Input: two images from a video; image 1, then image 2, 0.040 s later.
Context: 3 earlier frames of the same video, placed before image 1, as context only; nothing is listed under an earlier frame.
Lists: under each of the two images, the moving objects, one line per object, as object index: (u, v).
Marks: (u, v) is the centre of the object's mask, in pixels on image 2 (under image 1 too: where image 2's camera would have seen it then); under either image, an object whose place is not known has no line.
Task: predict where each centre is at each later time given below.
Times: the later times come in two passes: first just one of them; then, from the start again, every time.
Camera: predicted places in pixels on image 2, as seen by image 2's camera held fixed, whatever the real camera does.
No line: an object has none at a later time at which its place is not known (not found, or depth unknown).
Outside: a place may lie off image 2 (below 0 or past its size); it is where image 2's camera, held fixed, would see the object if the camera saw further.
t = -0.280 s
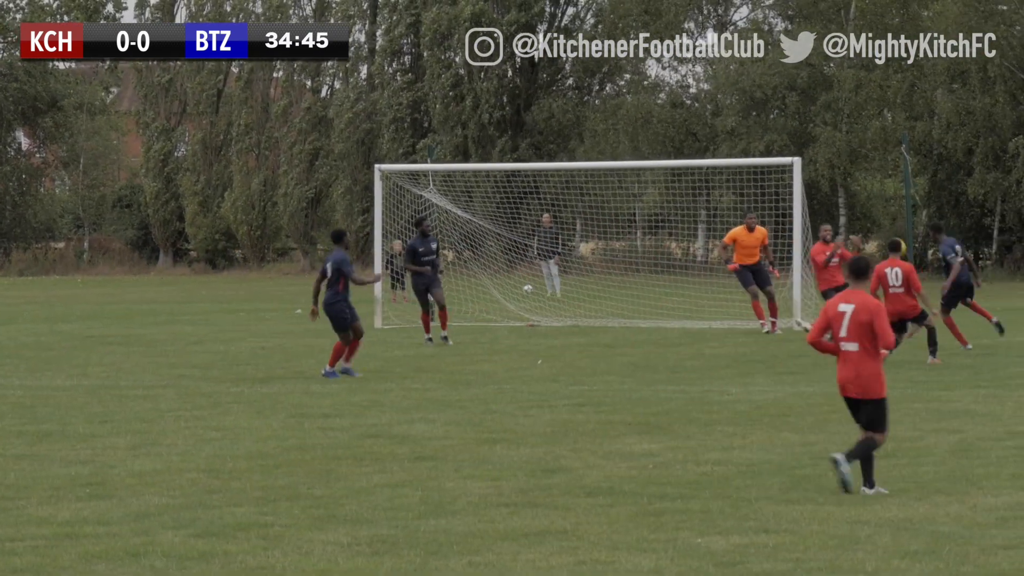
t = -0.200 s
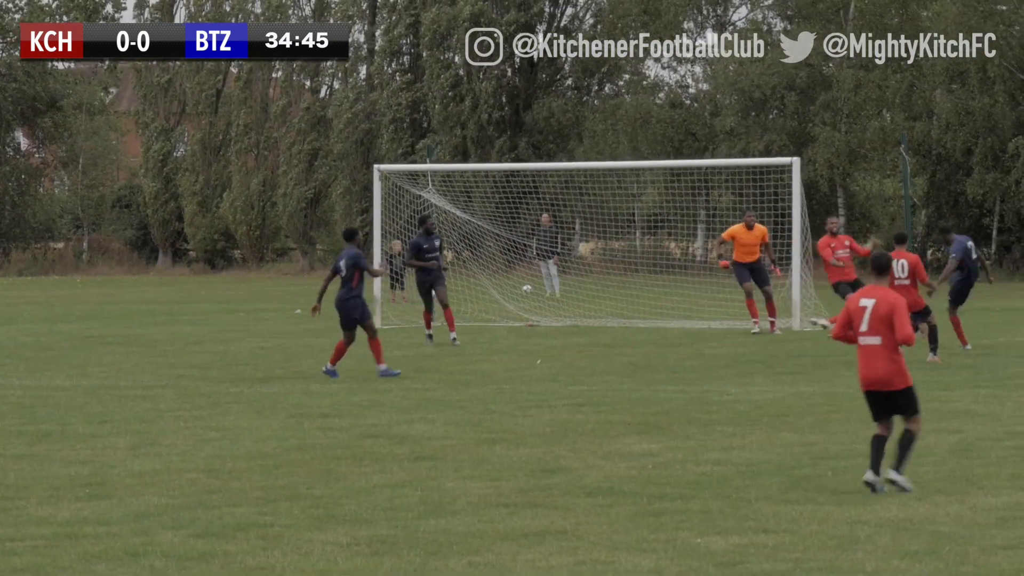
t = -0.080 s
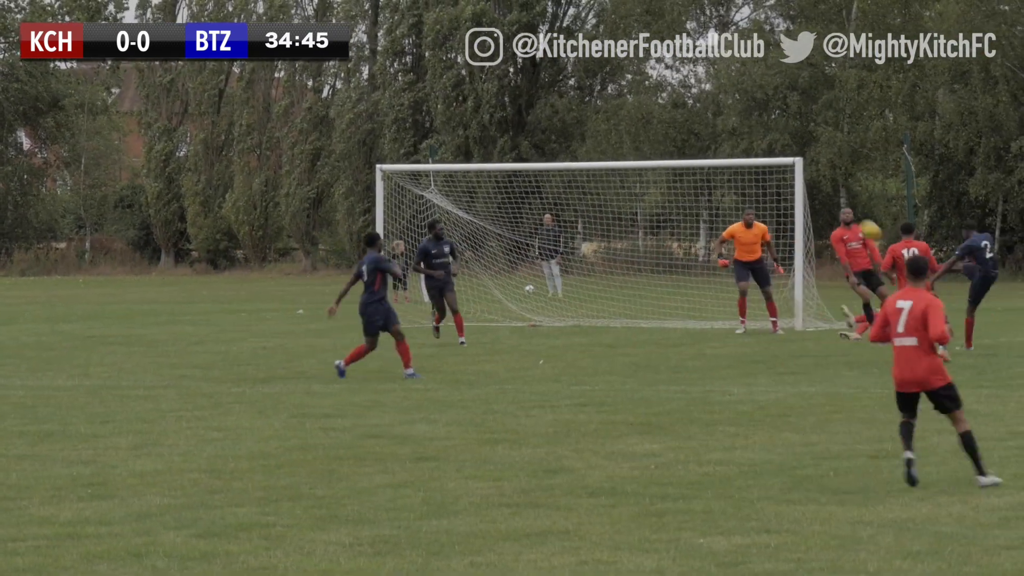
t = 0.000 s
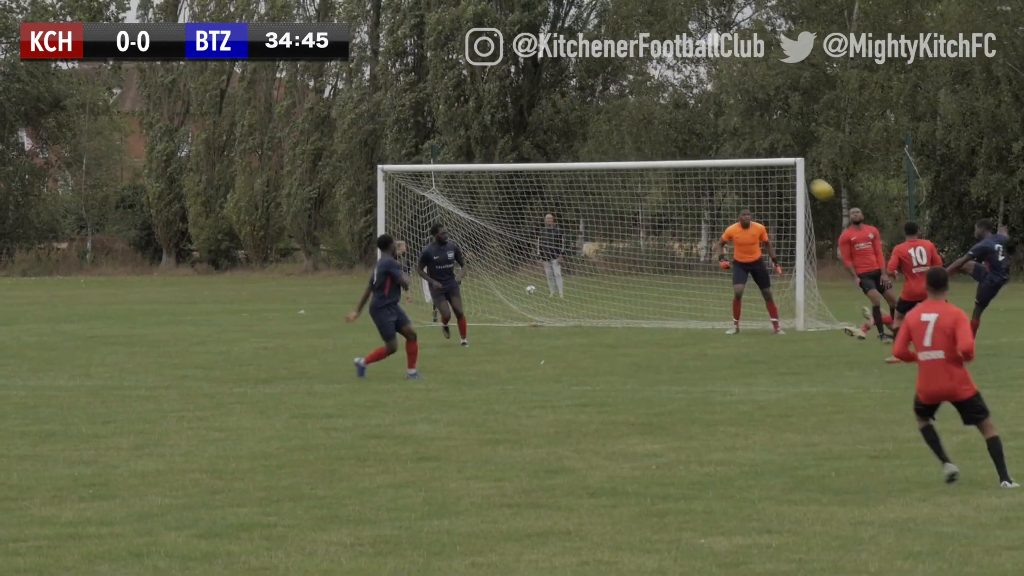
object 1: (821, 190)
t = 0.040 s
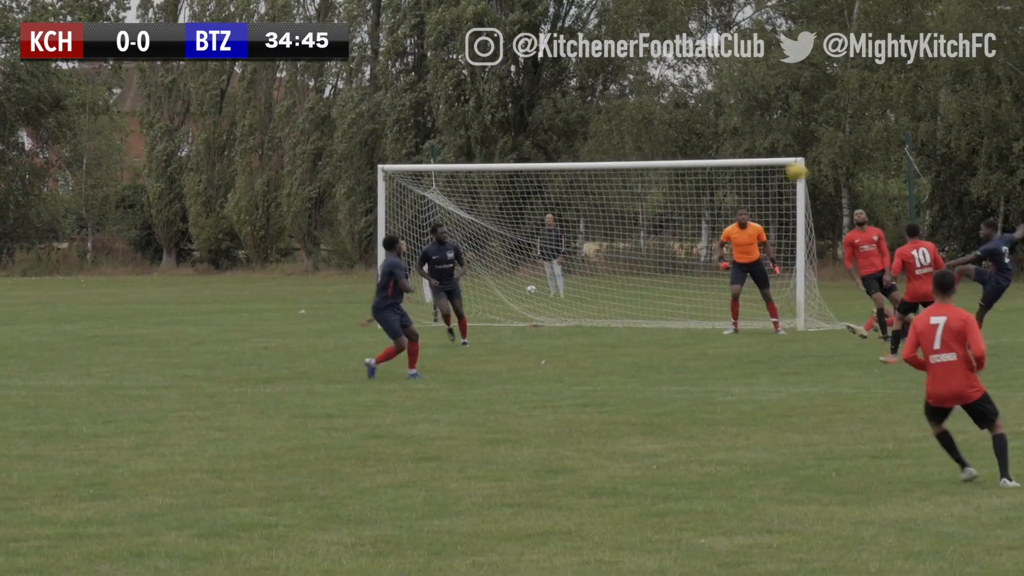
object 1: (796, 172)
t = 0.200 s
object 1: (703, 117)
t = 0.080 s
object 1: (771, 154)
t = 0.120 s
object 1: (747, 141)
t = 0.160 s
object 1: (724, 128)
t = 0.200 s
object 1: (703, 117)
